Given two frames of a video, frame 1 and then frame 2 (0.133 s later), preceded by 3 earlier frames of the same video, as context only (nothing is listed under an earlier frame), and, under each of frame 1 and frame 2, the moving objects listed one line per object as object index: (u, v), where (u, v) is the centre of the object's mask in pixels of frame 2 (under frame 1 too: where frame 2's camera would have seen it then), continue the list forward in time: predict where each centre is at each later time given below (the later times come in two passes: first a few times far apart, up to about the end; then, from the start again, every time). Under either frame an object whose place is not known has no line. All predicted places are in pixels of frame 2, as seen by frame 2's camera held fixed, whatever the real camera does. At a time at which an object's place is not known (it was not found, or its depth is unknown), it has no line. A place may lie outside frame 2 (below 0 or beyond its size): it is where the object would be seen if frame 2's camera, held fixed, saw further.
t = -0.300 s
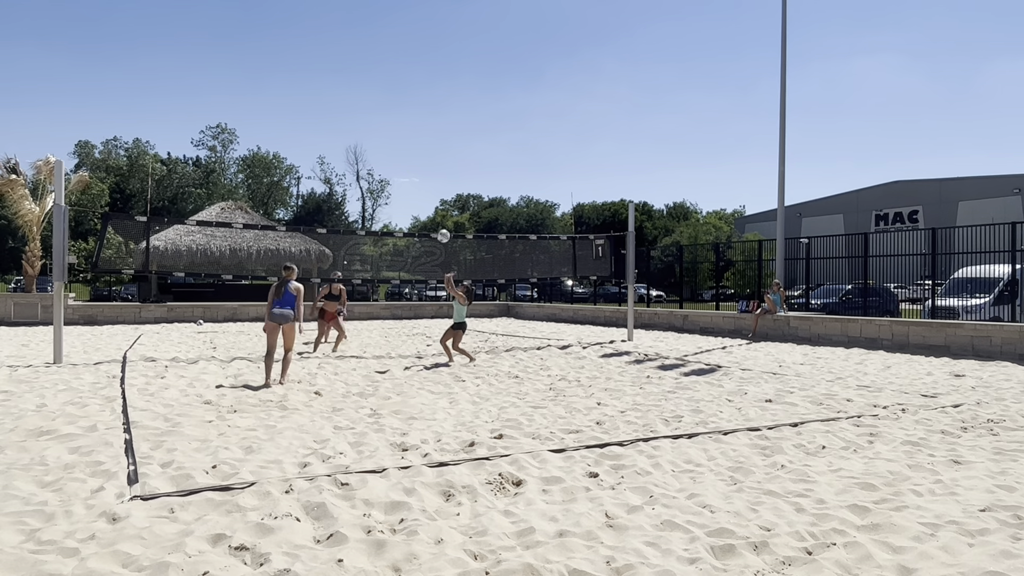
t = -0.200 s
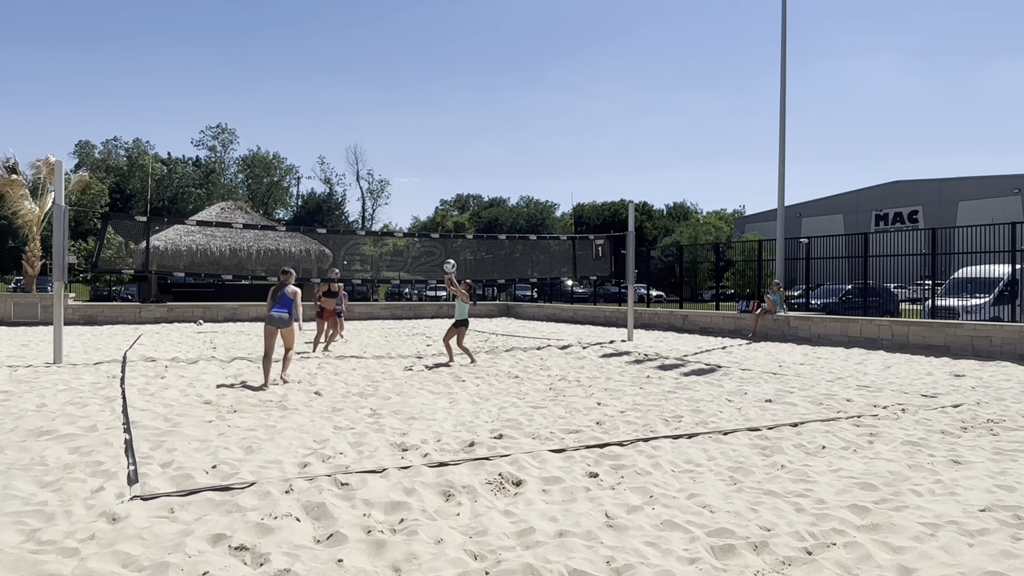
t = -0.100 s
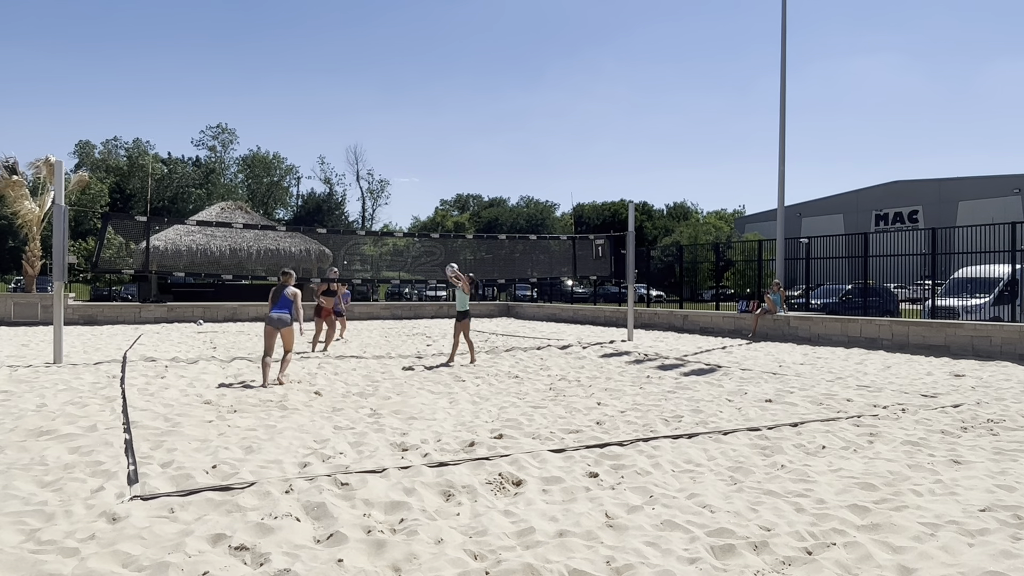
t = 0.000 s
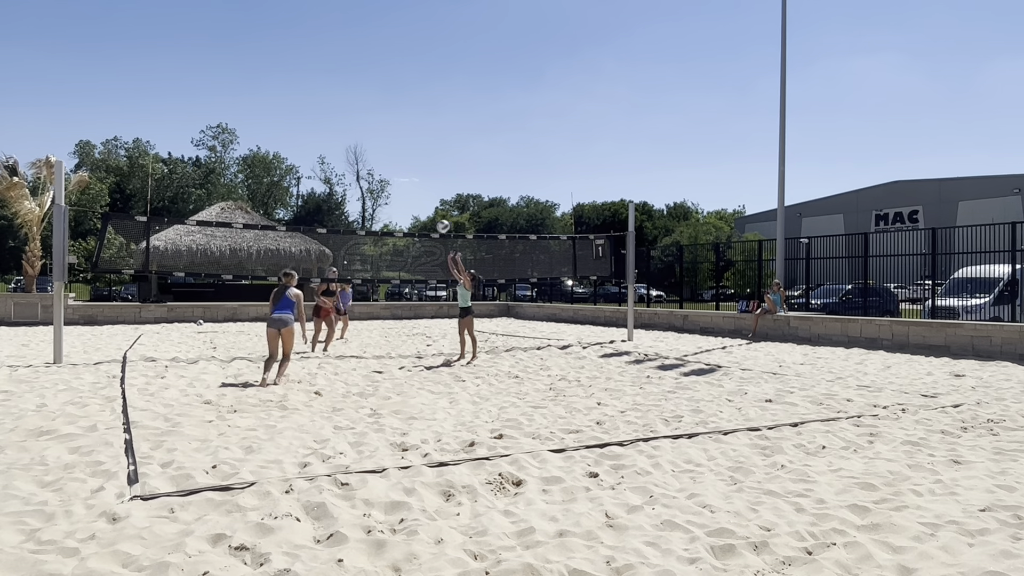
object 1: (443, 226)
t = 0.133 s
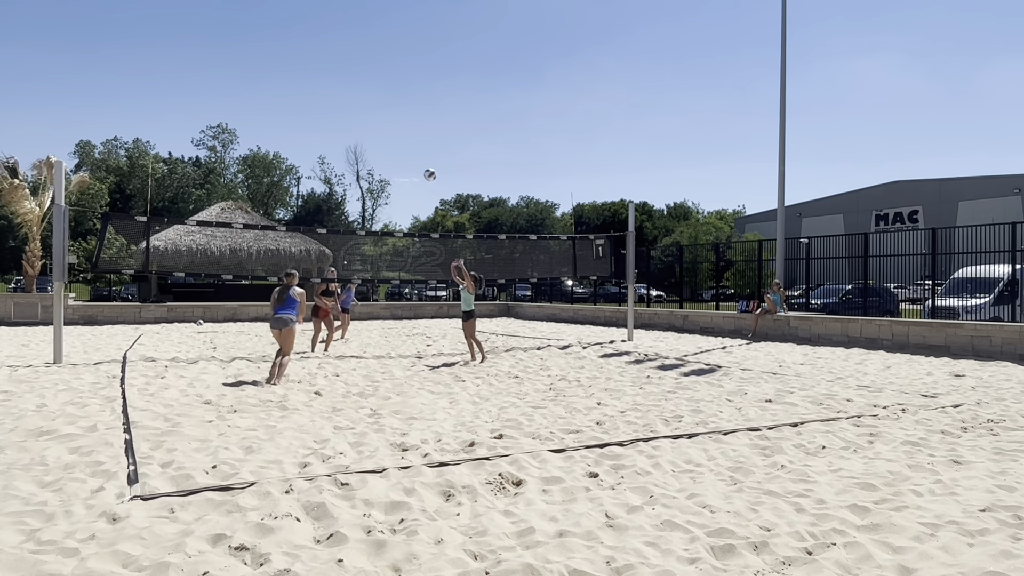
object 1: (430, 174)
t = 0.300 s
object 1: (413, 124)
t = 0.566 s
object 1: (385, 77)
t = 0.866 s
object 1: (352, 74)
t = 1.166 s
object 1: (318, 124)
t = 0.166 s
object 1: (427, 163)
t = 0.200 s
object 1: (423, 153)
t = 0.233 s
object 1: (420, 143)
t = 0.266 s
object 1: (416, 133)
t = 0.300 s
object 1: (413, 124)
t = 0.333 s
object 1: (410, 116)
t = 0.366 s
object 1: (407, 109)
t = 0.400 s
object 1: (403, 102)
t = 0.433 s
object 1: (399, 95)
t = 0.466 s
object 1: (396, 90)
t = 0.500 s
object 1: (392, 85)
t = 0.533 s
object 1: (389, 81)
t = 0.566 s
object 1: (385, 77)
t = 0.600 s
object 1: (382, 74)
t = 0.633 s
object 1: (378, 72)
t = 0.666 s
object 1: (375, 70)
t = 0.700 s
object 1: (371, 69)
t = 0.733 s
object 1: (367, 68)
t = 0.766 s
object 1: (364, 68)
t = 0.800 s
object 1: (360, 69)
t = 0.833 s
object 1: (356, 71)
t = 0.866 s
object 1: (352, 74)
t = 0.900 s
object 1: (349, 76)
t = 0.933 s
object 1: (345, 80)
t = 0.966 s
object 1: (341, 84)
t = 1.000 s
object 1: (338, 89)
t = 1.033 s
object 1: (334, 95)
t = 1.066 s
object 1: (330, 101)
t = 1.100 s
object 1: (326, 108)
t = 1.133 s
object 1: (322, 116)
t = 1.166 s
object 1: (318, 124)
